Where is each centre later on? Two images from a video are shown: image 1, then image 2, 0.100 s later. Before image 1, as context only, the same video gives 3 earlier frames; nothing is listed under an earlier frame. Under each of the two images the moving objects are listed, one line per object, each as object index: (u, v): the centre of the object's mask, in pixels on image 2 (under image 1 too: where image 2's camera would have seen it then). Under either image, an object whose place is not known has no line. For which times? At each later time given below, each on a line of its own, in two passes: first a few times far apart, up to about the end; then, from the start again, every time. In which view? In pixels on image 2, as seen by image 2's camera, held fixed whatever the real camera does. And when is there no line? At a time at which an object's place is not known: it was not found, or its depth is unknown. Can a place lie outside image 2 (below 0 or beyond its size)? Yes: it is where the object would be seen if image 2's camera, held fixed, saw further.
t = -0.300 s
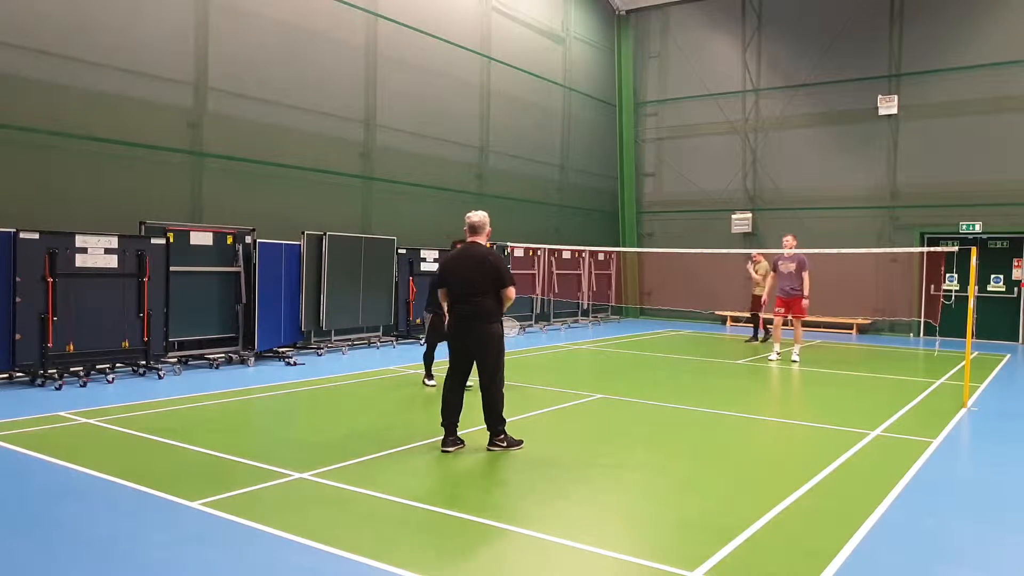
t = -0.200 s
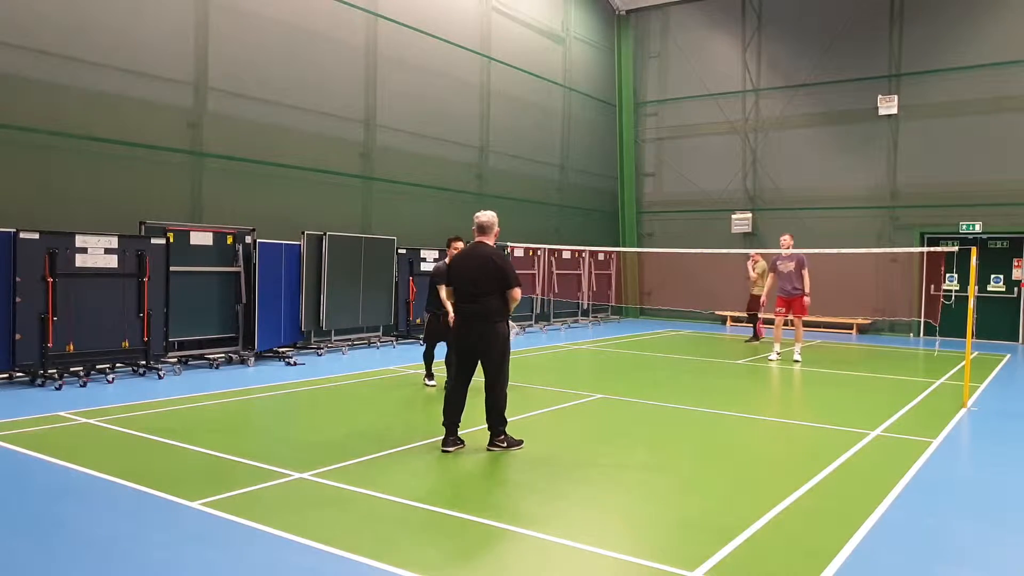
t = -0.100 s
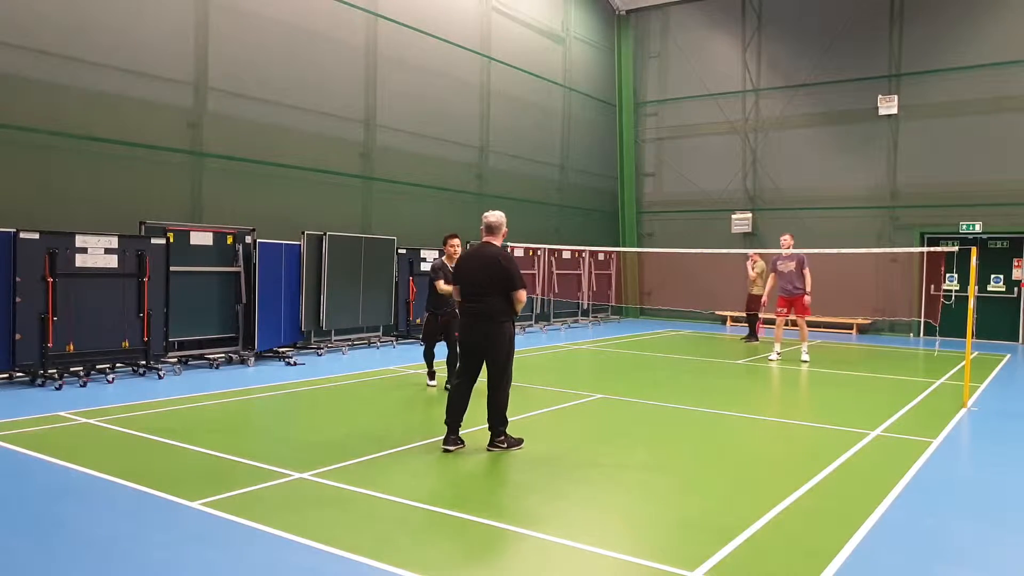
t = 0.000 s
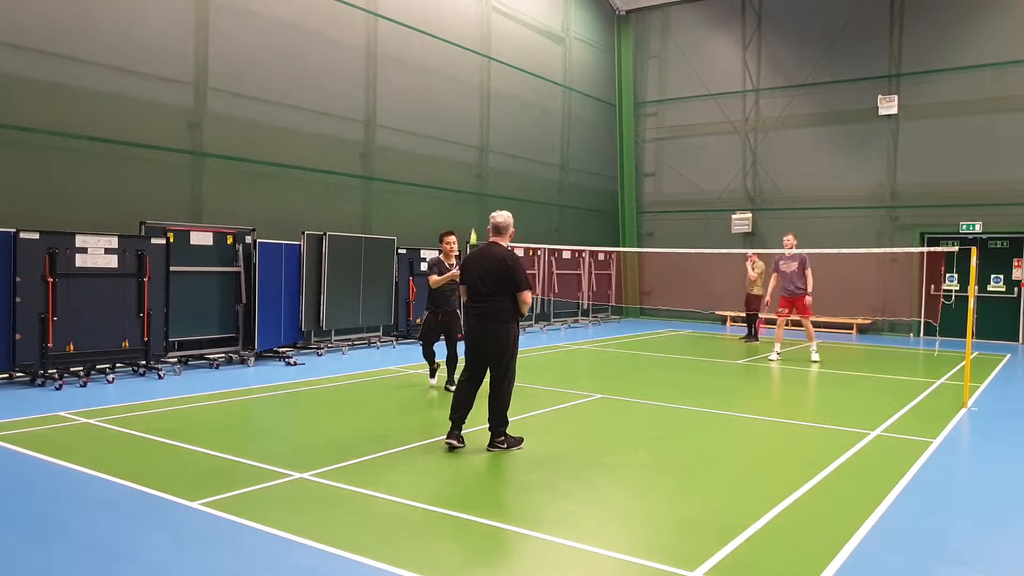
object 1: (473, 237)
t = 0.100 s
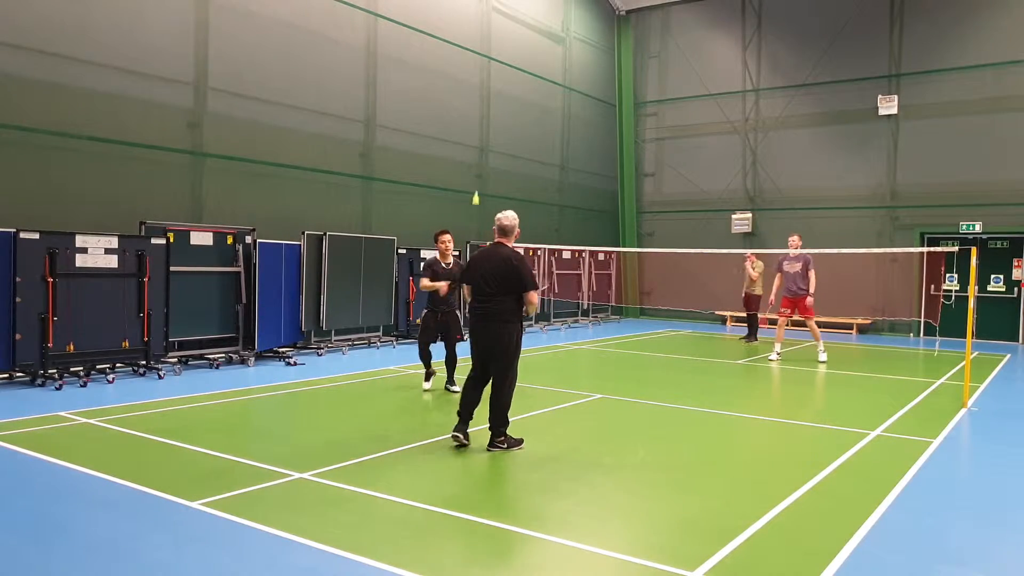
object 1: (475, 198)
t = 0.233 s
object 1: (479, 164)
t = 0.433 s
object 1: (484, 146)
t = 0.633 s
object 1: (489, 167)
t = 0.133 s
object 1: (476, 188)
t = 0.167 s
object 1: (477, 179)
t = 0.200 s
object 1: (478, 171)
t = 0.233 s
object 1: (479, 164)
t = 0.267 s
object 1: (480, 158)
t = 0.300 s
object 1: (481, 153)
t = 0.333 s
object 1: (482, 149)
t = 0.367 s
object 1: (482, 147)
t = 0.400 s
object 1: (483, 146)
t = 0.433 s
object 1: (484, 146)
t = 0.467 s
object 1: (485, 147)
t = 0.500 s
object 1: (486, 148)
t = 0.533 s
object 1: (486, 151)
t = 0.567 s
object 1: (487, 154)
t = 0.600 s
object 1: (488, 159)
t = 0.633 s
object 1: (489, 167)
